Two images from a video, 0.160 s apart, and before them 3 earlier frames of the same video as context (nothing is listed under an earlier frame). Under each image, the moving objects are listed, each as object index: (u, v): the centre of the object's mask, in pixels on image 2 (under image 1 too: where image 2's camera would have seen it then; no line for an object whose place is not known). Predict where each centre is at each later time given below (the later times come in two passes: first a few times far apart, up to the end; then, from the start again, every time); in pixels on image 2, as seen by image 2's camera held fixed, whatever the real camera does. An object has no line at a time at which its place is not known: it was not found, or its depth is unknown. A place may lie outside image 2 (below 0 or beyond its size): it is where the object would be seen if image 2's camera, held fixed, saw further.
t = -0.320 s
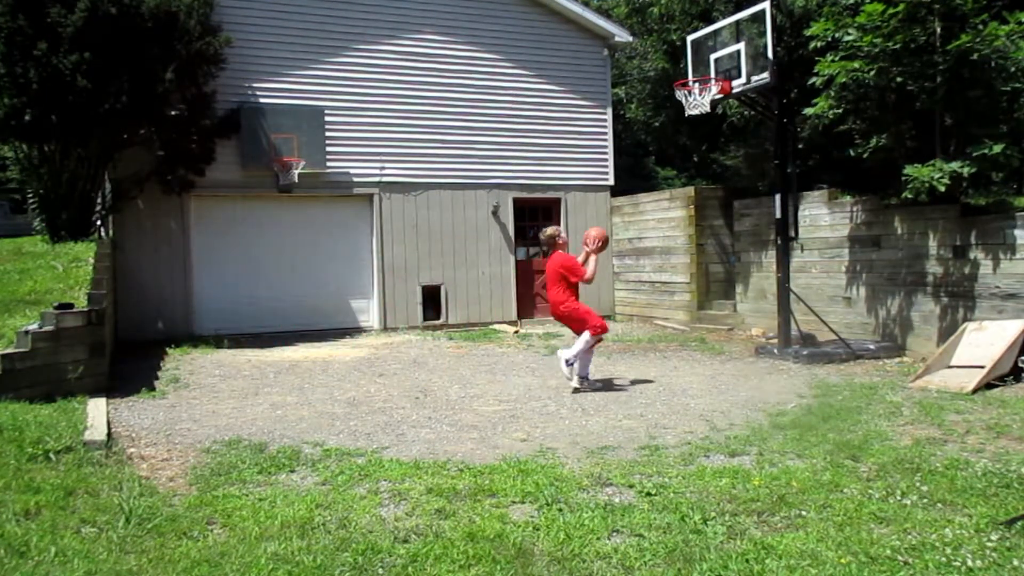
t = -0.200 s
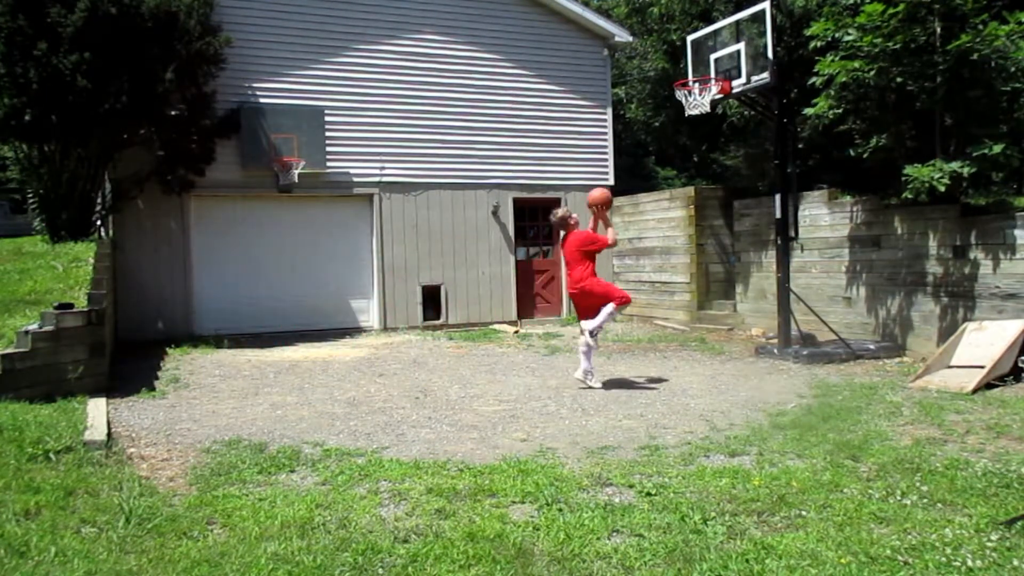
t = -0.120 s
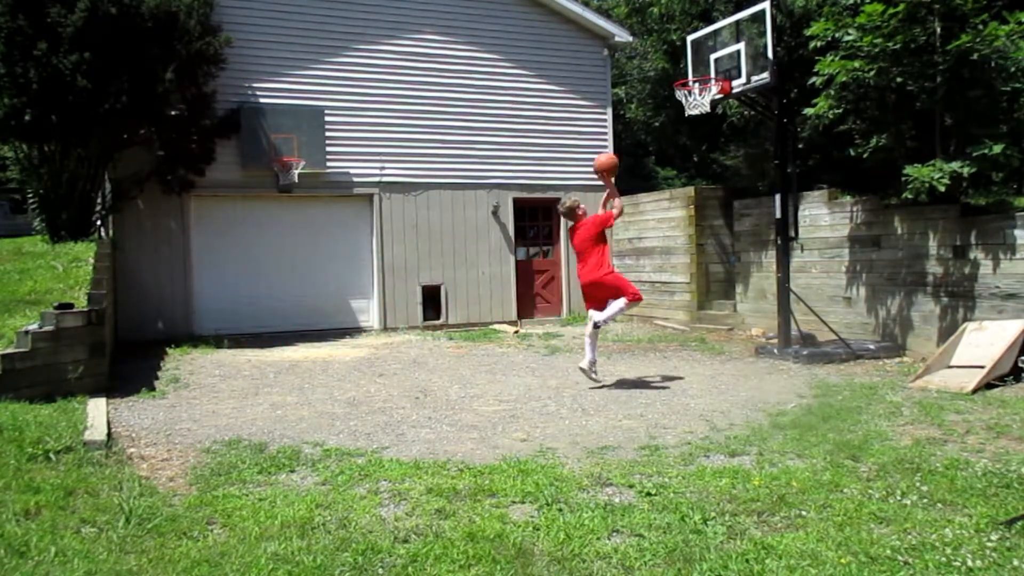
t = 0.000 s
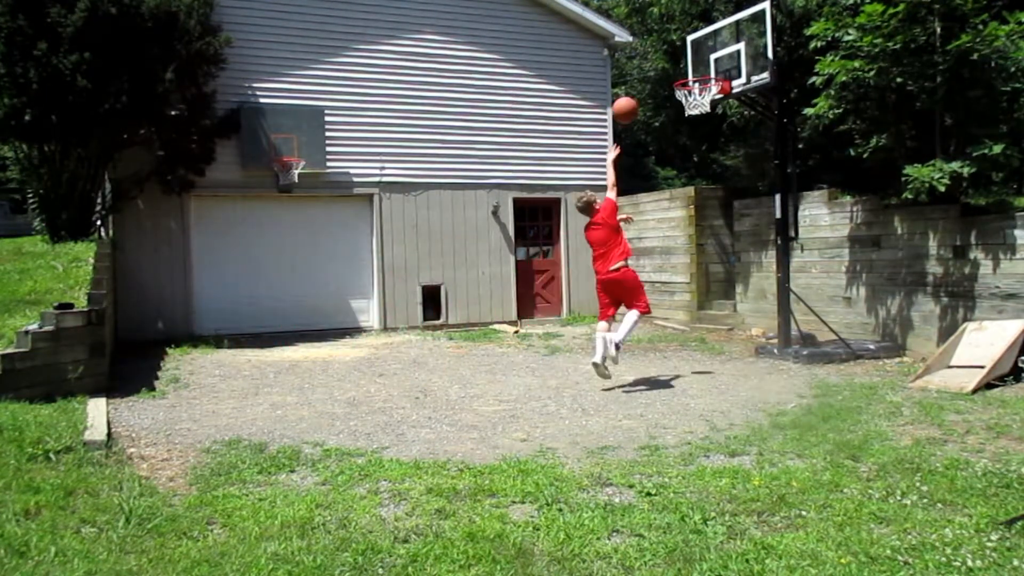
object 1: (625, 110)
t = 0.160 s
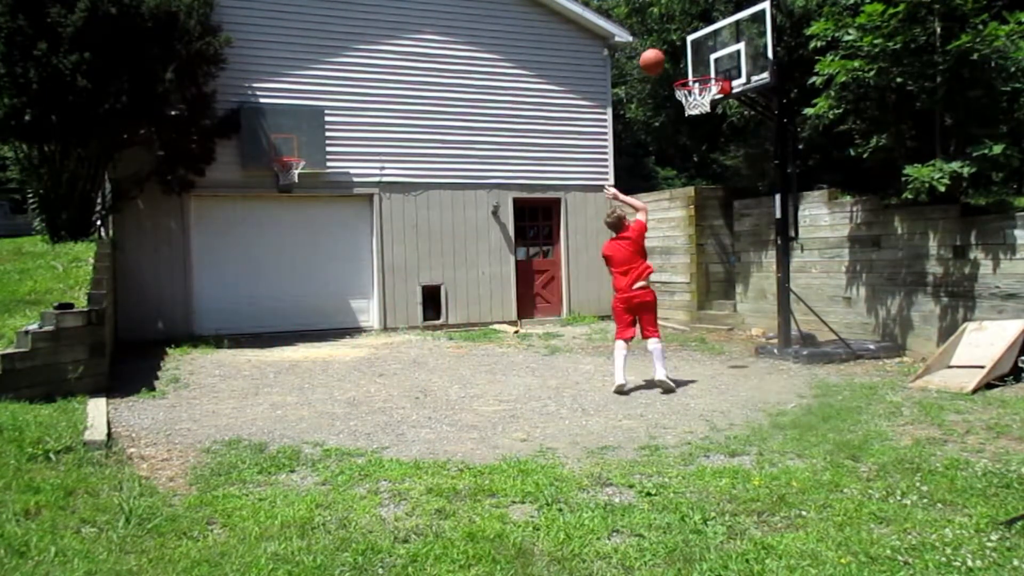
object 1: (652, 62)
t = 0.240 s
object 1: (666, 48)
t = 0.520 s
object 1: (710, 54)
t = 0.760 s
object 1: (716, 60)
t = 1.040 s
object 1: (705, 76)
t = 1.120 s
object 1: (702, 91)
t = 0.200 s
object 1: (659, 54)
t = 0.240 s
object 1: (666, 48)
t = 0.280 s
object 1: (672, 45)
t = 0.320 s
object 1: (678, 42)
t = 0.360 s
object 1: (684, 41)
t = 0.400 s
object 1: (691, 42)
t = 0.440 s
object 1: (697, 44)
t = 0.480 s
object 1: (704, 48)
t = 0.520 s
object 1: (710, 54)
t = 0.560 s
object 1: (716, 61)
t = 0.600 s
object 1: (723, 69)
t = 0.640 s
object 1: (724, 67)
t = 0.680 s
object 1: (721, 62)
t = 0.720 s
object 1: (718, 61)
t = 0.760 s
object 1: (716, 60)
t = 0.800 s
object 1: (713, 60)
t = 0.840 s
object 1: (711, 64)
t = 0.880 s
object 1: (709, 65)
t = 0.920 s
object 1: (708, 65)
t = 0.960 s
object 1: (707, 66)
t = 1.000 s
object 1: (706, 70)
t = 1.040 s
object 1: (705, 76)
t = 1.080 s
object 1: (703, 83)
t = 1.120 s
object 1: (702, 91)
